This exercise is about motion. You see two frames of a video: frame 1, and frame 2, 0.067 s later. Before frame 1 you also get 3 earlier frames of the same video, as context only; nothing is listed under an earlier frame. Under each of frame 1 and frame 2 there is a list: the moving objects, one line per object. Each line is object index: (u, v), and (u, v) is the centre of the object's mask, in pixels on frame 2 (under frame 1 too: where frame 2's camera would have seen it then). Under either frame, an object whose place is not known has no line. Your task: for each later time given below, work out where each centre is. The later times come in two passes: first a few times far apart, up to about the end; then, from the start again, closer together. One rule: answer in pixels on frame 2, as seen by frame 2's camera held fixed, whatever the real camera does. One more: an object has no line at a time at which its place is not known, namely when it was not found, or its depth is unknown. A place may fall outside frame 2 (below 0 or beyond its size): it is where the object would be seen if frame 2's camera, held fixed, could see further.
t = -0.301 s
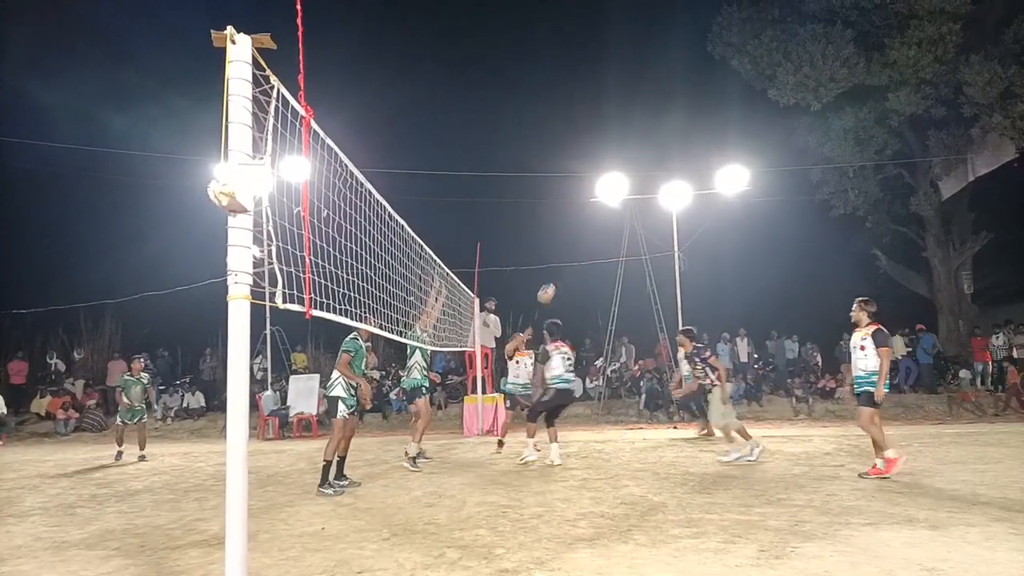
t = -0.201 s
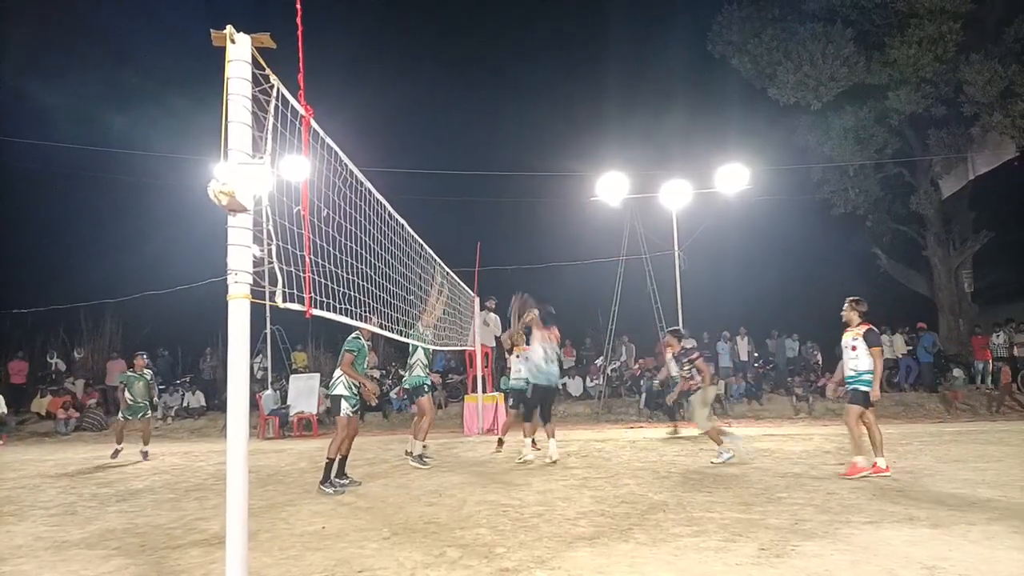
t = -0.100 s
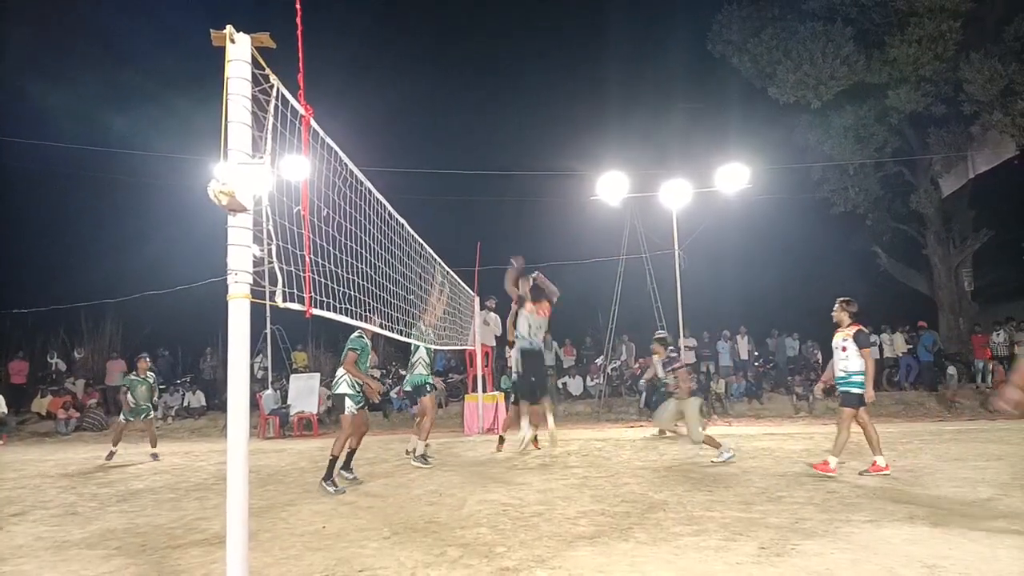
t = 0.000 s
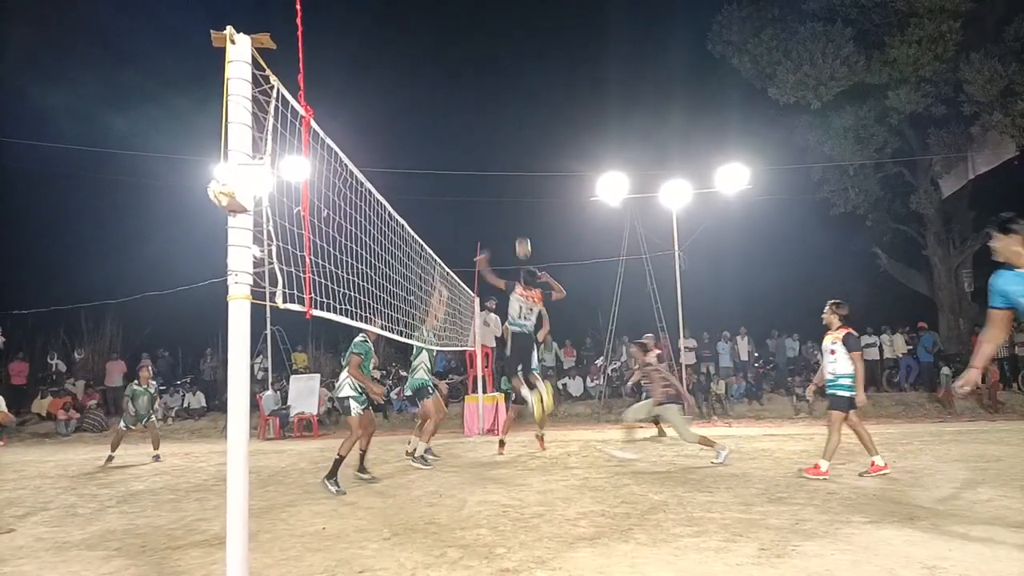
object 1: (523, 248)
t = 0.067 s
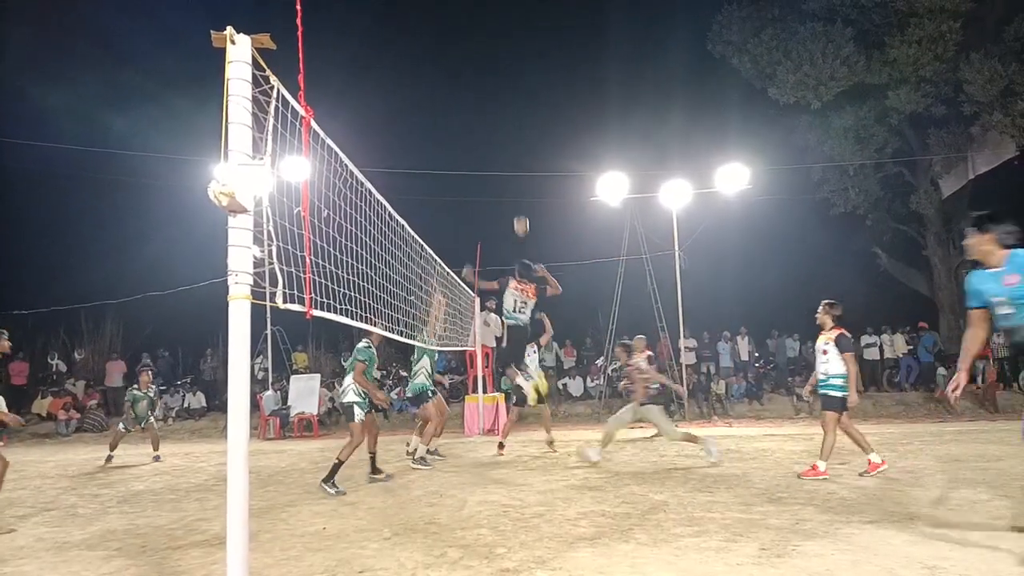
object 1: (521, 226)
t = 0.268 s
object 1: (516, 178)
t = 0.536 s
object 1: (510, 156)
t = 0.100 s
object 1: (520, 215)
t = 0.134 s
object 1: (519, 206)
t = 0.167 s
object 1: (518, 198)
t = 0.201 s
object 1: (517, 190)
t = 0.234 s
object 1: (516, 184)
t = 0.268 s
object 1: (516, 178)
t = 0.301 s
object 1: (515, 172)
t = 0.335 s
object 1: (514, 168)
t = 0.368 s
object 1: (513, 164)
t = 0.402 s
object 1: (512, 161)
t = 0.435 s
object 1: (511, 158)
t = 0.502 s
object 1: (510, 157)
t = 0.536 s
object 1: (510, 156)
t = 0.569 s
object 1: (509, 157)
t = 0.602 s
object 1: (508, 158)
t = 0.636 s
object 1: (508, 160)
